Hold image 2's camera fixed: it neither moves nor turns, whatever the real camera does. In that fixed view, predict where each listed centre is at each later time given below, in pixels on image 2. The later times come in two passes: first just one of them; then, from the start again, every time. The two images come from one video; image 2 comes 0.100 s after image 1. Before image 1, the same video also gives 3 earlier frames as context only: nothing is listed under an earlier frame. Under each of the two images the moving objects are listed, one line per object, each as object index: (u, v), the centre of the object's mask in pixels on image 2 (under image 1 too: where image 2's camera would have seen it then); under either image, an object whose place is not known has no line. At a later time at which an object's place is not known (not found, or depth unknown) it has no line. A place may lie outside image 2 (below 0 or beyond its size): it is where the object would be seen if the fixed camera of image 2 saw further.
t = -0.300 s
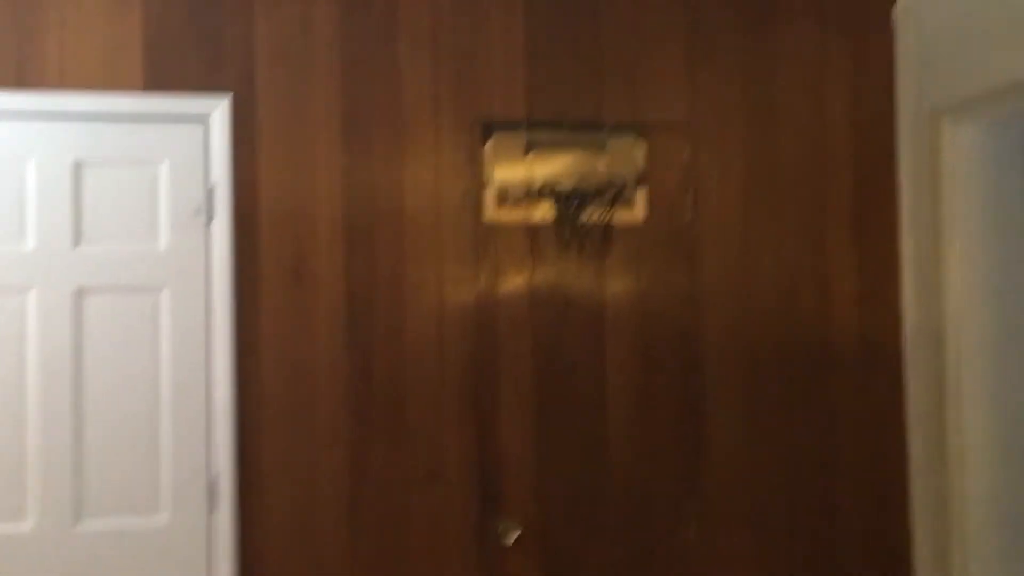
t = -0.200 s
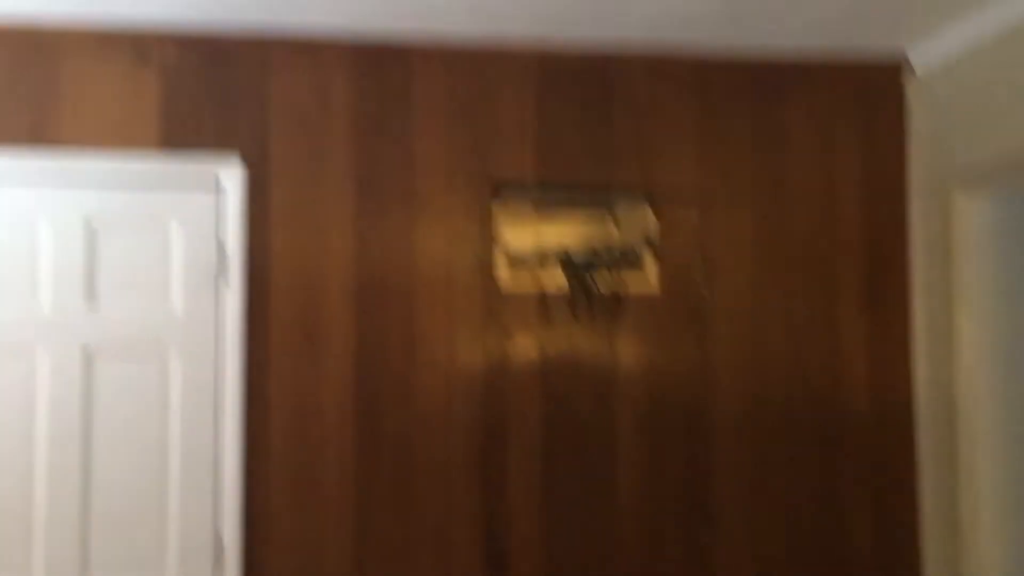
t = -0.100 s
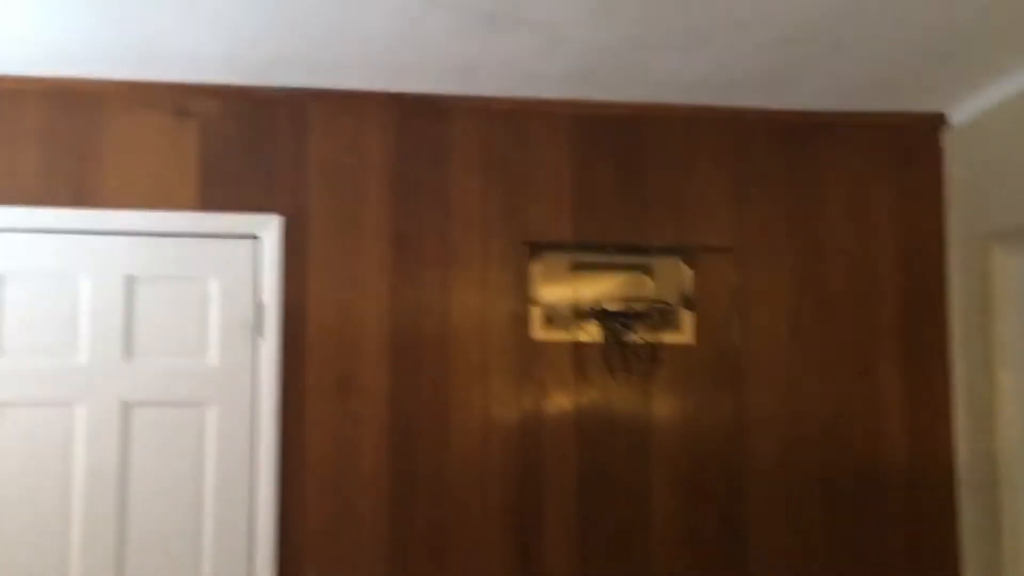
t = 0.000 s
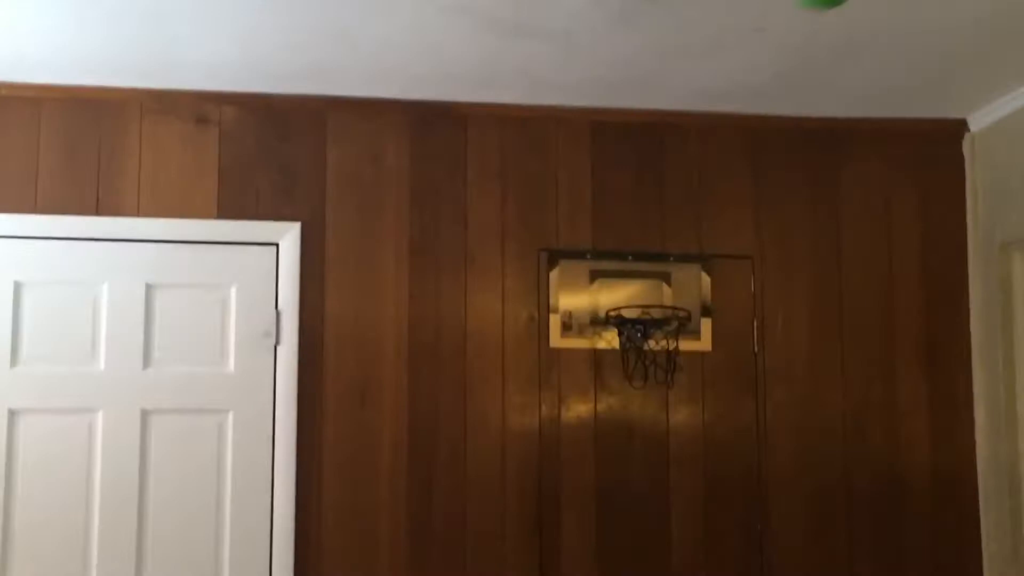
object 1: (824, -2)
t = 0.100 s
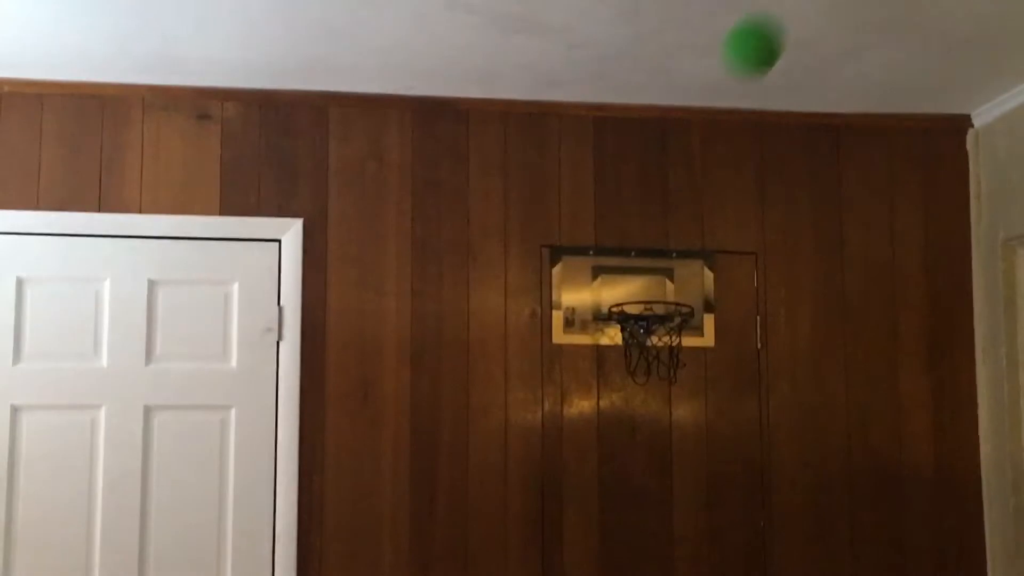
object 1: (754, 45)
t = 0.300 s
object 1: (653, 253)
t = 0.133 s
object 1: (733, 76)
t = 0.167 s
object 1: (714, 110)
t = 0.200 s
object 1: (695, 145)
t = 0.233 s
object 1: (681, 181)
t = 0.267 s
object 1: (666, 217)
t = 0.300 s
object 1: (653, 253)
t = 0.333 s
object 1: (641, 301)
